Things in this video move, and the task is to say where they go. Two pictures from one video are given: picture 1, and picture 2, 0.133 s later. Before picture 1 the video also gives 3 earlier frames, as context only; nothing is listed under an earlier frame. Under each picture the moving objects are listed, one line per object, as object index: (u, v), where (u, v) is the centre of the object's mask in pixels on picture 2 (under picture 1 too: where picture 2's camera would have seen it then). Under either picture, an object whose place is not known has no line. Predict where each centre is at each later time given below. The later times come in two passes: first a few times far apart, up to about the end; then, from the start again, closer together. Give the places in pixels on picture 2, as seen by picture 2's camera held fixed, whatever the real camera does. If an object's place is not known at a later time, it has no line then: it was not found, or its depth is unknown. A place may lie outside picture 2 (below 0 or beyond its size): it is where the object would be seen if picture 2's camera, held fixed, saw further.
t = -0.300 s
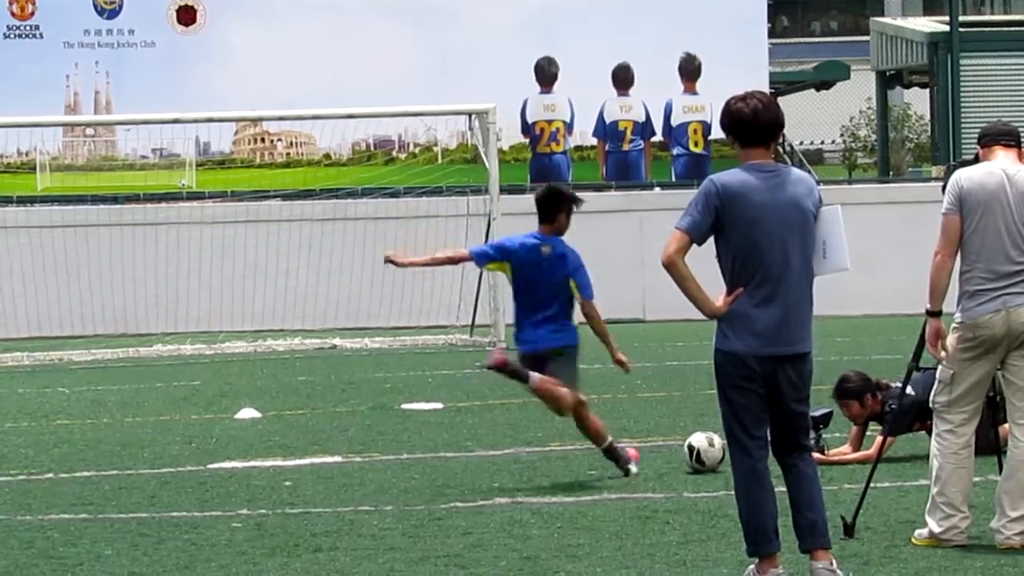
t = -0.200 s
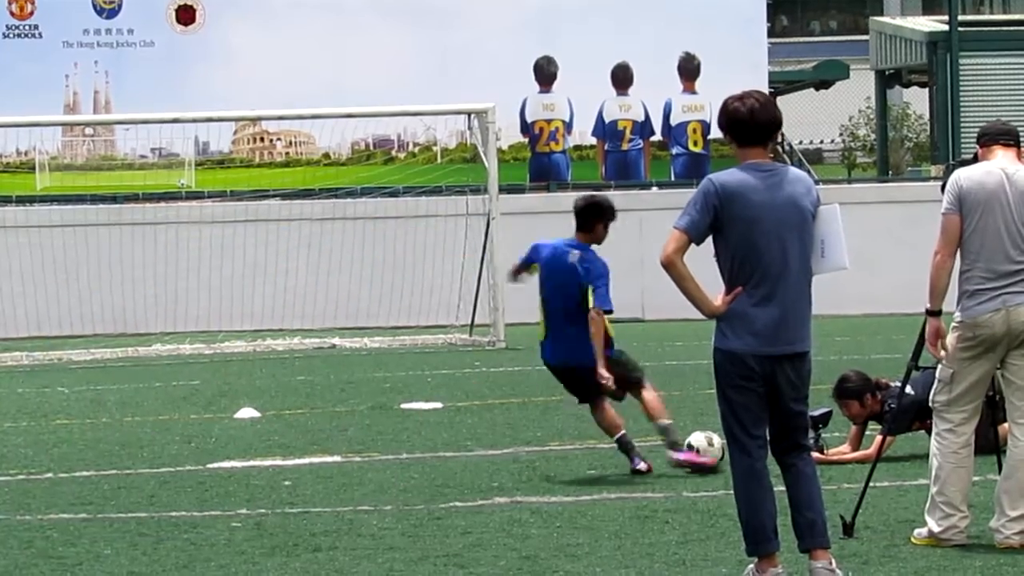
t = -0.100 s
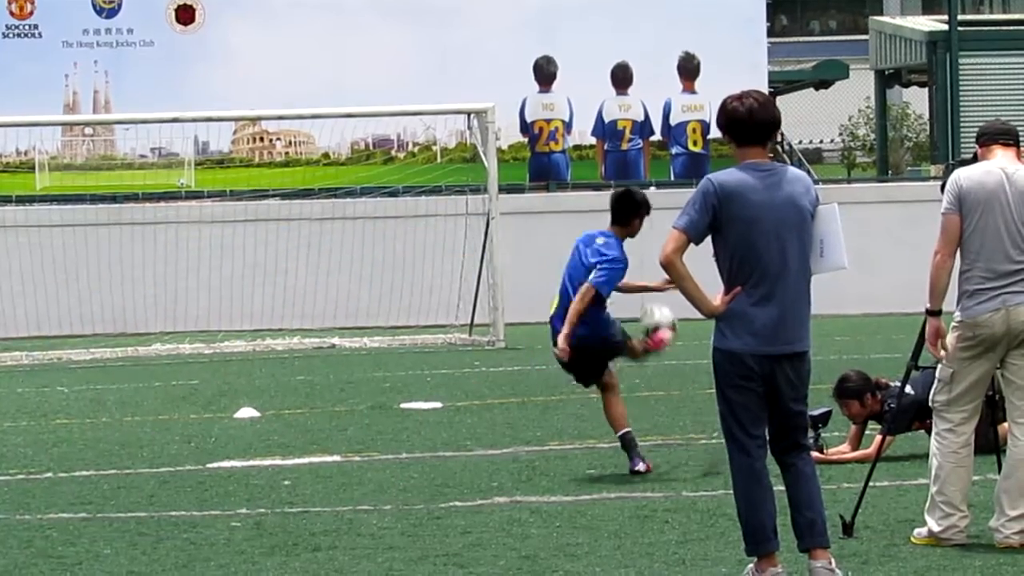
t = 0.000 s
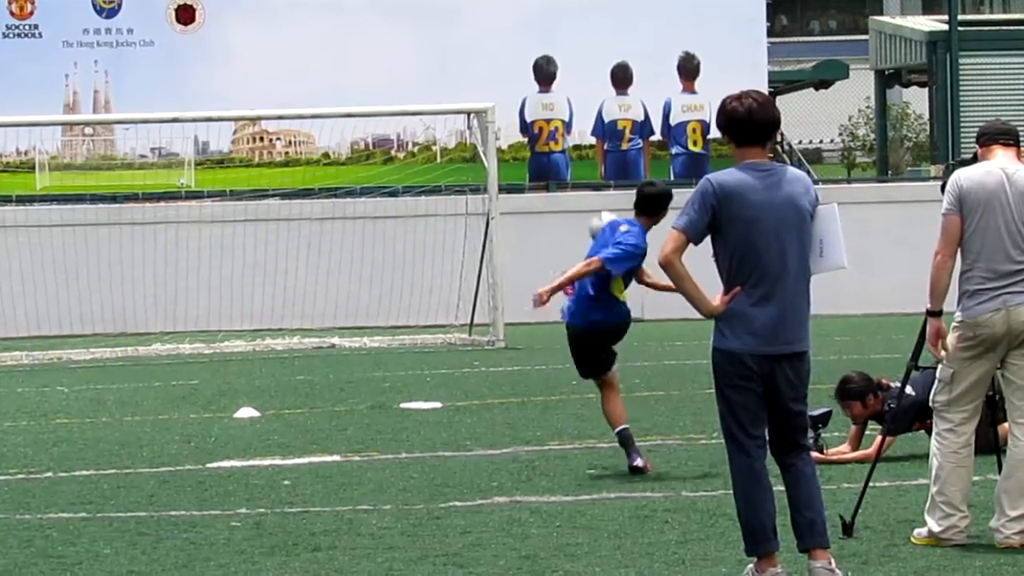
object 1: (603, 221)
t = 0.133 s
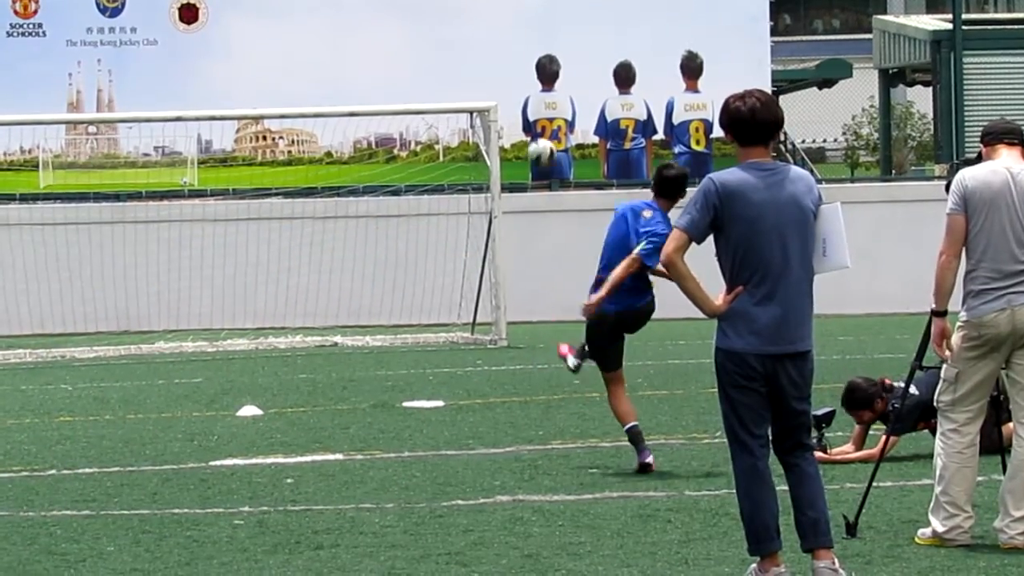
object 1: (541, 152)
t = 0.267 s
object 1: (477, 118)
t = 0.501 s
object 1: (372, 120)
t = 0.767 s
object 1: (321, 184)
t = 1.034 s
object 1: (362, 327)
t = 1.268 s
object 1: (377, 314)
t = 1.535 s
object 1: (377, 318)
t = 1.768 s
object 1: (367, 329)
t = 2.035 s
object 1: (360, 329)
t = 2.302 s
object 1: (352, 335)
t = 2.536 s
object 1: (345, 340)
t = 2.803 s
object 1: (336, 344)
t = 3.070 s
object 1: (327, 346)
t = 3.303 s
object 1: (319, 347)
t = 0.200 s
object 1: (509, 132)
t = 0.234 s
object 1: (494, 125)
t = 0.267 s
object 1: (477, 118)
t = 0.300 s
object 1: (462, 115)
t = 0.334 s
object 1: (446, 112)
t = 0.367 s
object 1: (432, 112)
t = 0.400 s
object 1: (417, 113)
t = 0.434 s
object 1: (402, 115)
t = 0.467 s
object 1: (386, 117)
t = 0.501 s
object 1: (372, 120)
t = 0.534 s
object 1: (358, 126)
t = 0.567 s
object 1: (343, 133)
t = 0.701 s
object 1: (315, 162)
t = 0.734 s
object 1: (318, 172)
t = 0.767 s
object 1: (321, 184)
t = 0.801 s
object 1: (324, 197)
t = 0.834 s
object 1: (327, 211)
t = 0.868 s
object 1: (331, 227)
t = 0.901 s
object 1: (335, 244)
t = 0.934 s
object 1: (341, 263)
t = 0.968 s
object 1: (348, 284)
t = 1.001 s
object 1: (354, 308)
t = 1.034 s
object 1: (362, 327)
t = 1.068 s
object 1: (366, 326)
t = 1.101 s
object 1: (369, 315)
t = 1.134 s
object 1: (371, 306)
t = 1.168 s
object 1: (373, 304)
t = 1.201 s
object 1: (374, 306)
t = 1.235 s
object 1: (375, 309)
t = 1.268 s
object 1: (377, 314)
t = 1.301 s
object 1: (379, 320)
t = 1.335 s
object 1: (380, 327)
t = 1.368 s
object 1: (382, 334)
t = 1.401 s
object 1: (382, 335)
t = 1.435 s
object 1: (381, 330)
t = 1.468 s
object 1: (380, 325)
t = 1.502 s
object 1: (378, 321)
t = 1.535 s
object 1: (377, 318)
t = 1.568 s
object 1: (376, 317)
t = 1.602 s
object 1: (374, 317)
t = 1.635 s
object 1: (372, 317)
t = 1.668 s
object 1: (371, 318)
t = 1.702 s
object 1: (370, 320)
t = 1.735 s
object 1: (369, 324)
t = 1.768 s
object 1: (367, 329)
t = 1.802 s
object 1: (367, 335)
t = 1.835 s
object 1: (366, 339)
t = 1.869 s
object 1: (365, 335)
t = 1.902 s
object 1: (364, 332)
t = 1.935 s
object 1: (363, 330)
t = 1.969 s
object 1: (362, 328)
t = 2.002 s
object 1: (361, 328)
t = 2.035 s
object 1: (360, 329)
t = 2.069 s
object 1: (357, 332)
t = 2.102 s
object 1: (358, 334)
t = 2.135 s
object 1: (357, 338)
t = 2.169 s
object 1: (356, 340)
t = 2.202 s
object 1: (355, 338)
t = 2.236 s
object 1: (354, 336)
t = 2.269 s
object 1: (353, 335)
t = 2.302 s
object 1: (352, 335)
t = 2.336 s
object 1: (350, 336)
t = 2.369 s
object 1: (349, 338)
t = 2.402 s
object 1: (349, 341)
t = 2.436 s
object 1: (348, 341)
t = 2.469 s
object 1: (346, 340)
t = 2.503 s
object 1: (346, 339)
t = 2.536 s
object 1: (345, 340)
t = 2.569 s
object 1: (344, 342)
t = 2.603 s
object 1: (342, 343)
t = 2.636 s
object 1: (341, 342)
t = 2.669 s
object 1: (341, 341)
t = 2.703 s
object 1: (340, 341)
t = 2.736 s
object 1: (339, 344)
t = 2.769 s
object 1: (338, 344)
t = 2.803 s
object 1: (336, 344)
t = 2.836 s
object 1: (335, 344)
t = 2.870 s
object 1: (335, 344)
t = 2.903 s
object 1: (333, 344)
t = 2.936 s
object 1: (332, 344)
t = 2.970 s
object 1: (332, 344)
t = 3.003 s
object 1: (329, 345)
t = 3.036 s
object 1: (328, 345)
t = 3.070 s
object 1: (327, 346)
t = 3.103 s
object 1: (326, 346)
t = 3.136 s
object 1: (325, 346)
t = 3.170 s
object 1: (324, 346)
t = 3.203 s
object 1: (323, 347)
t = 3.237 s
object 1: (322, 347)
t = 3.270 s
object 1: (320, 346)
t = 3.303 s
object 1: (319, 347)
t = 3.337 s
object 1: (318, 346)
